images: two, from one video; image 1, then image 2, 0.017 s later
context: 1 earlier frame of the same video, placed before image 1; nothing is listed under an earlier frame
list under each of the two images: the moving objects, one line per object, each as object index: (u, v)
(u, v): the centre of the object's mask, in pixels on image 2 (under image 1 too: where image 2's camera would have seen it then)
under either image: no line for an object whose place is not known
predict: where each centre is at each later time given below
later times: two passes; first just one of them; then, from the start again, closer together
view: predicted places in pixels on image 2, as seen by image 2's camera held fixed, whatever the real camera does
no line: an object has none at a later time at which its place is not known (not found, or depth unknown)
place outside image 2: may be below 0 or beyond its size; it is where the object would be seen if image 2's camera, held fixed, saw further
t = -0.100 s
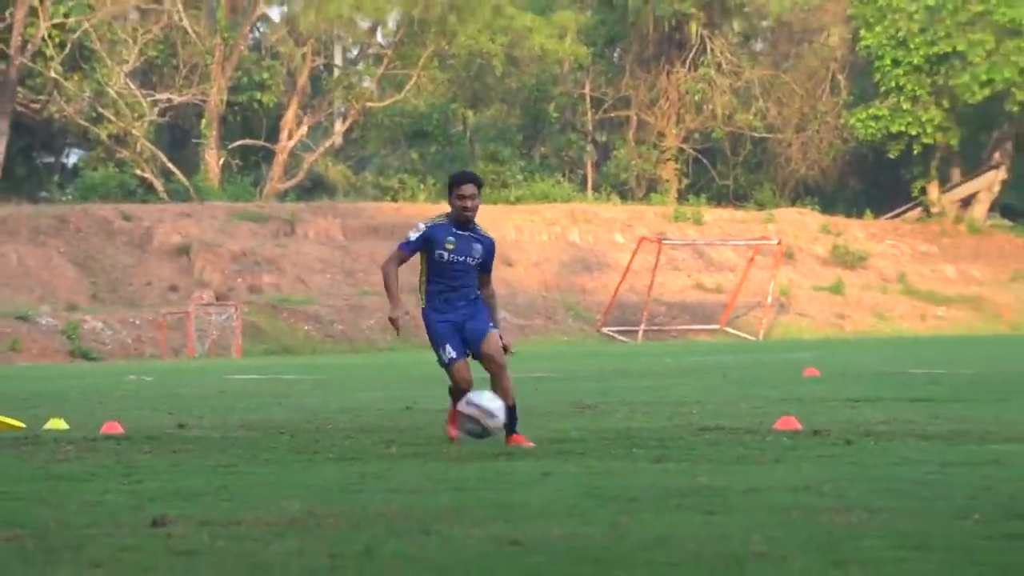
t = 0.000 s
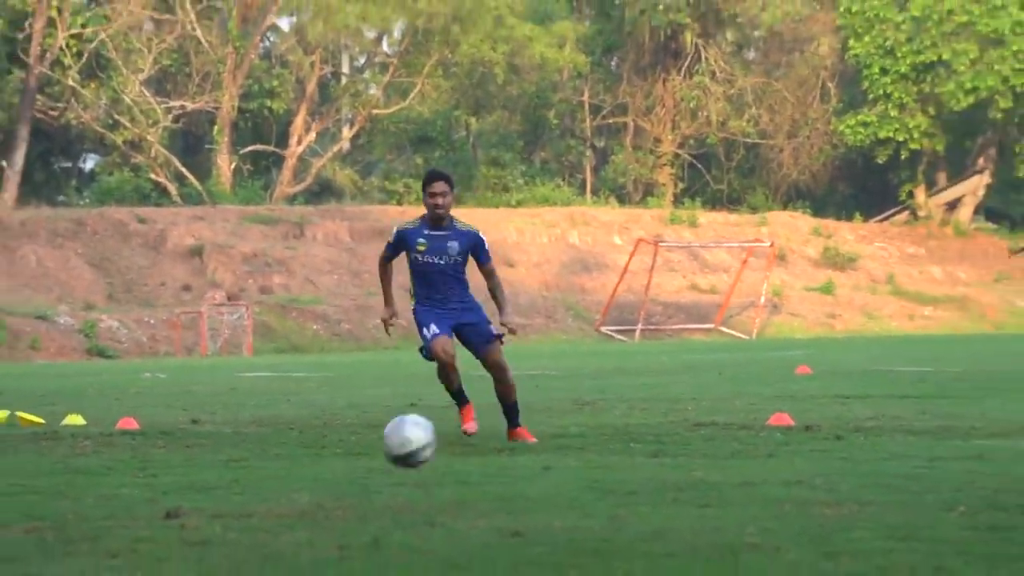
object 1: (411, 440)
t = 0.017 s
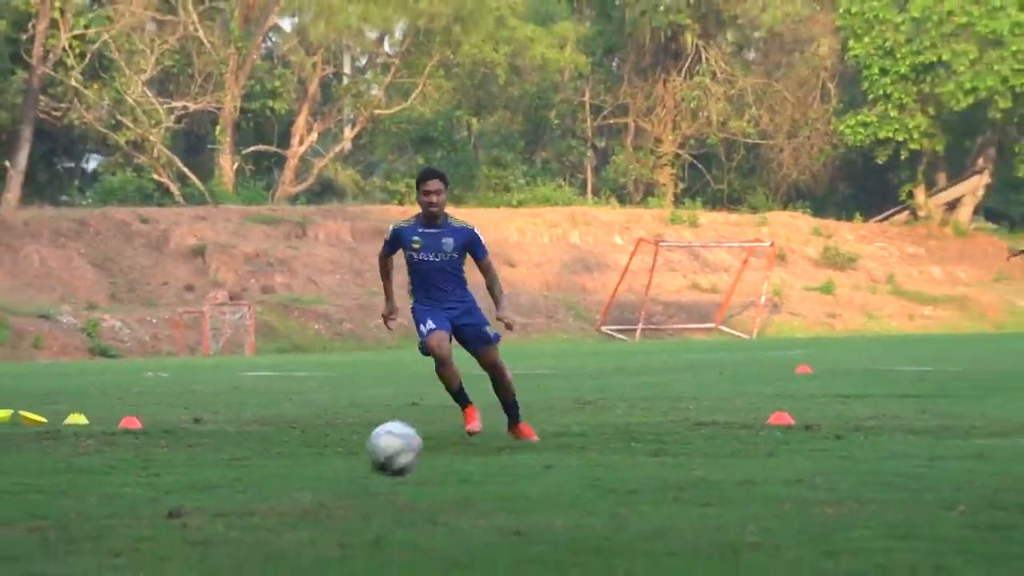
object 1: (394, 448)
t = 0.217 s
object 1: (111, 464)
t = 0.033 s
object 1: (377, 458)
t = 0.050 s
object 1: (359, 469)
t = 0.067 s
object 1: (337, 482)
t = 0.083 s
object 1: (315, 488)
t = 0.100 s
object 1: (295, 483)
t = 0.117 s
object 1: (271, 476)
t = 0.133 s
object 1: (248, 471)
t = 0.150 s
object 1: (224, 467)
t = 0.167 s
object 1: (198, 465)
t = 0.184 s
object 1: (171, 463)
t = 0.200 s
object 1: (142, 464)
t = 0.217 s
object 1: (111, 464)
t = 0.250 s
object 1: (42, 470)
